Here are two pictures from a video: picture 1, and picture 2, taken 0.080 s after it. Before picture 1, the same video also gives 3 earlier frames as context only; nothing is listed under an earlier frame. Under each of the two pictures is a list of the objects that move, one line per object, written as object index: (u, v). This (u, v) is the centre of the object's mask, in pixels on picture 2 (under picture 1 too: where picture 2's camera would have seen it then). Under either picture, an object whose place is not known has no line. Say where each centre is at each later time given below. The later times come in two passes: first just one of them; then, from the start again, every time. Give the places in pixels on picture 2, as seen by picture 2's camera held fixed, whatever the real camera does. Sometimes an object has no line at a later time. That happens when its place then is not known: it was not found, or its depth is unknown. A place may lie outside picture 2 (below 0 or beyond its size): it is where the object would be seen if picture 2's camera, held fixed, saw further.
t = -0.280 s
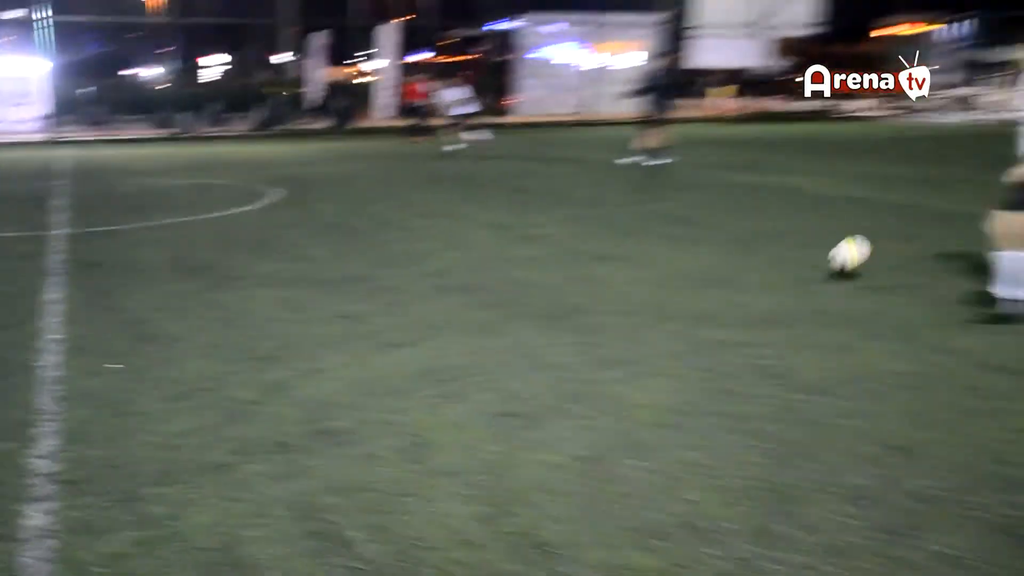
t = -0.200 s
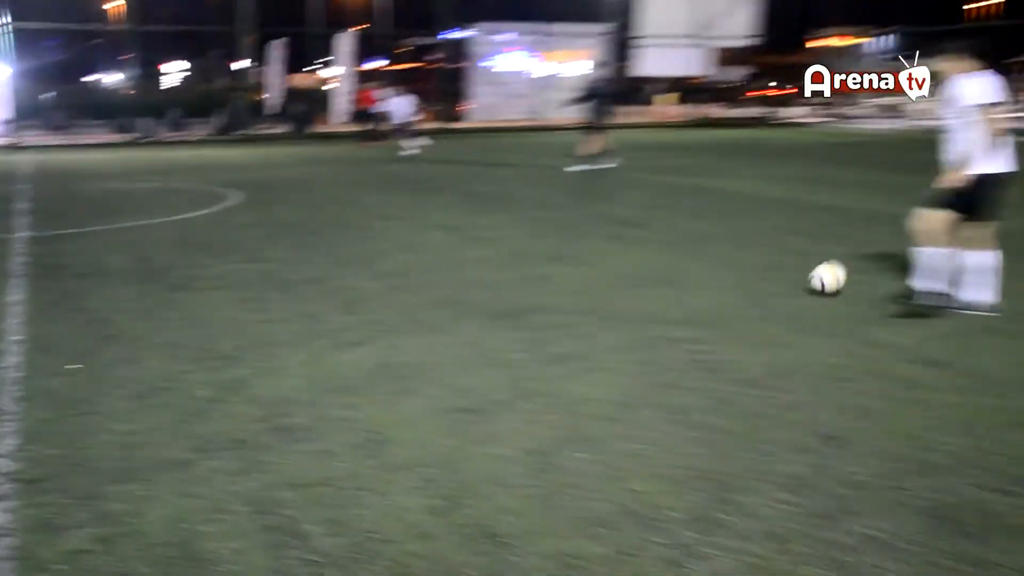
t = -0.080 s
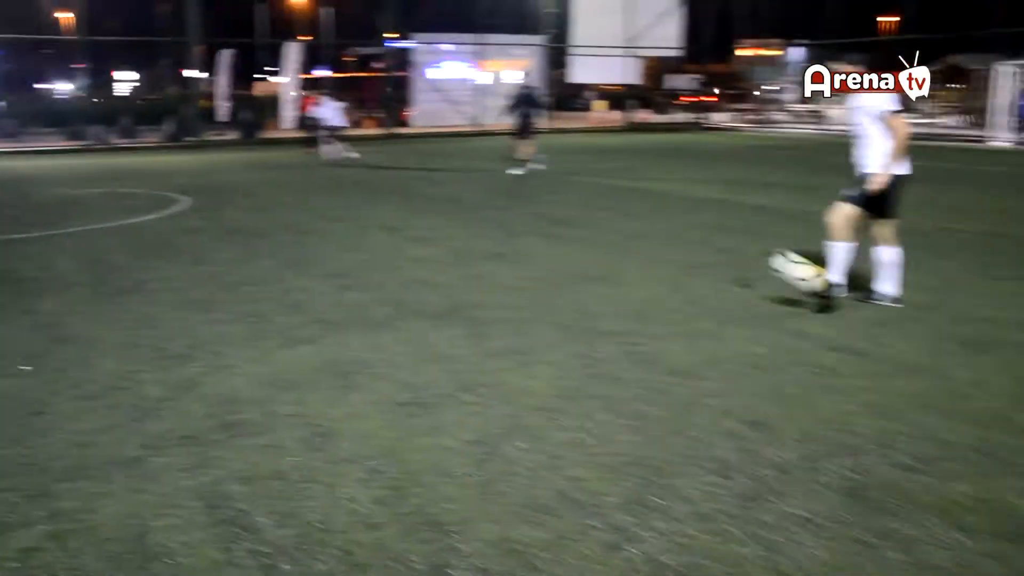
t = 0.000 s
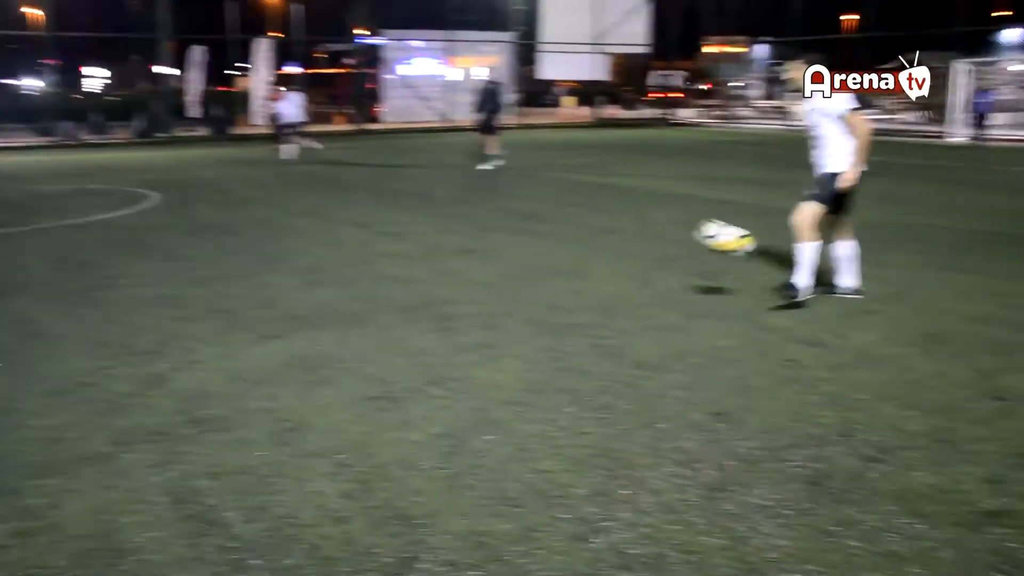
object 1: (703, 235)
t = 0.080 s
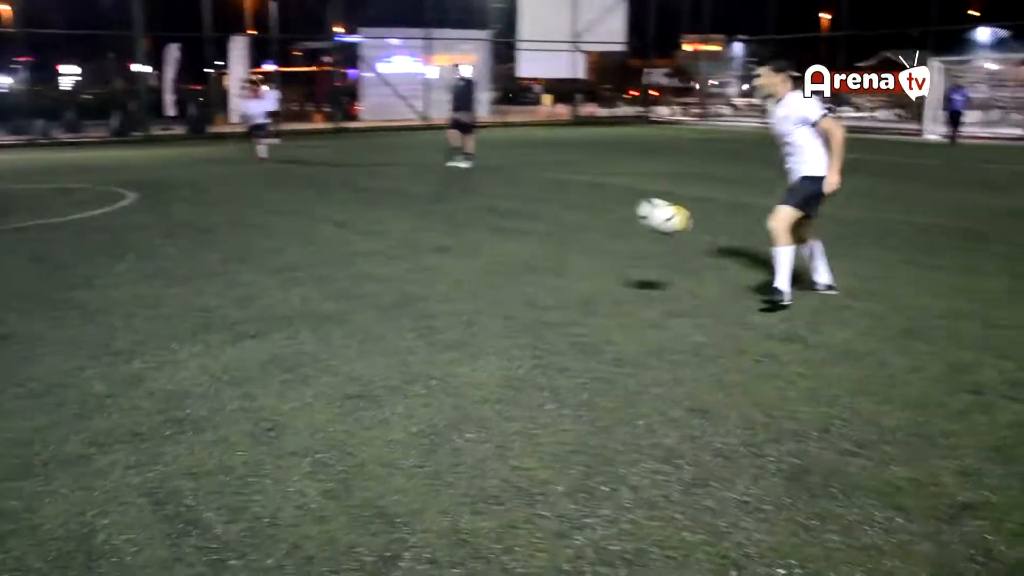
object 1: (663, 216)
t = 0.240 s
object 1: (579, 205)
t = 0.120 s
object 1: (643, 210)
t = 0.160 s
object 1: (621, 205)
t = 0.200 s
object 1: (601, 204)
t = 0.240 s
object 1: (579, 205)
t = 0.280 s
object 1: (558, 208)
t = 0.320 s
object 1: (537, 213)
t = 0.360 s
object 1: (515, 222)
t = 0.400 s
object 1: (494, 231)
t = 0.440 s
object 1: (472, 245)
